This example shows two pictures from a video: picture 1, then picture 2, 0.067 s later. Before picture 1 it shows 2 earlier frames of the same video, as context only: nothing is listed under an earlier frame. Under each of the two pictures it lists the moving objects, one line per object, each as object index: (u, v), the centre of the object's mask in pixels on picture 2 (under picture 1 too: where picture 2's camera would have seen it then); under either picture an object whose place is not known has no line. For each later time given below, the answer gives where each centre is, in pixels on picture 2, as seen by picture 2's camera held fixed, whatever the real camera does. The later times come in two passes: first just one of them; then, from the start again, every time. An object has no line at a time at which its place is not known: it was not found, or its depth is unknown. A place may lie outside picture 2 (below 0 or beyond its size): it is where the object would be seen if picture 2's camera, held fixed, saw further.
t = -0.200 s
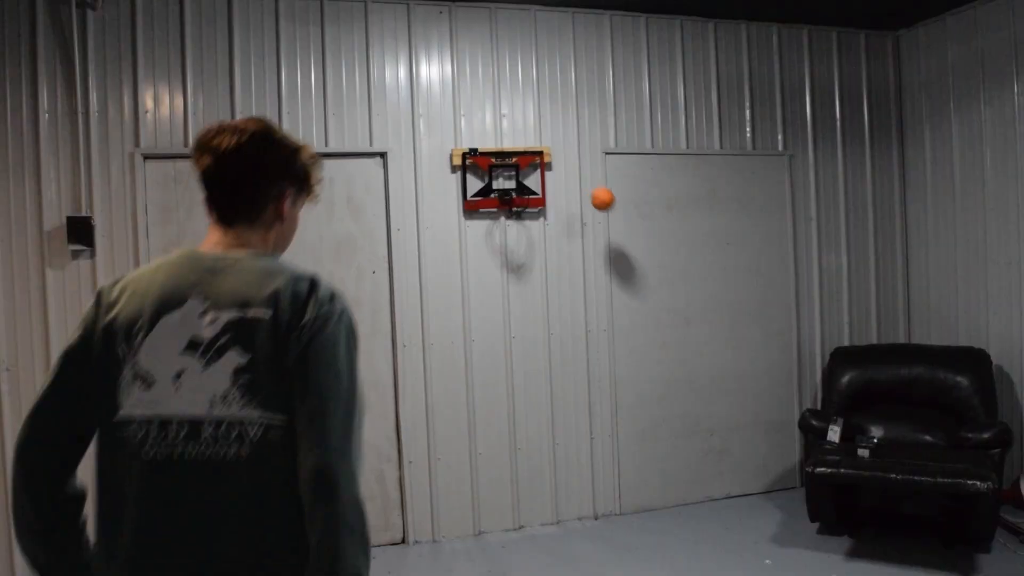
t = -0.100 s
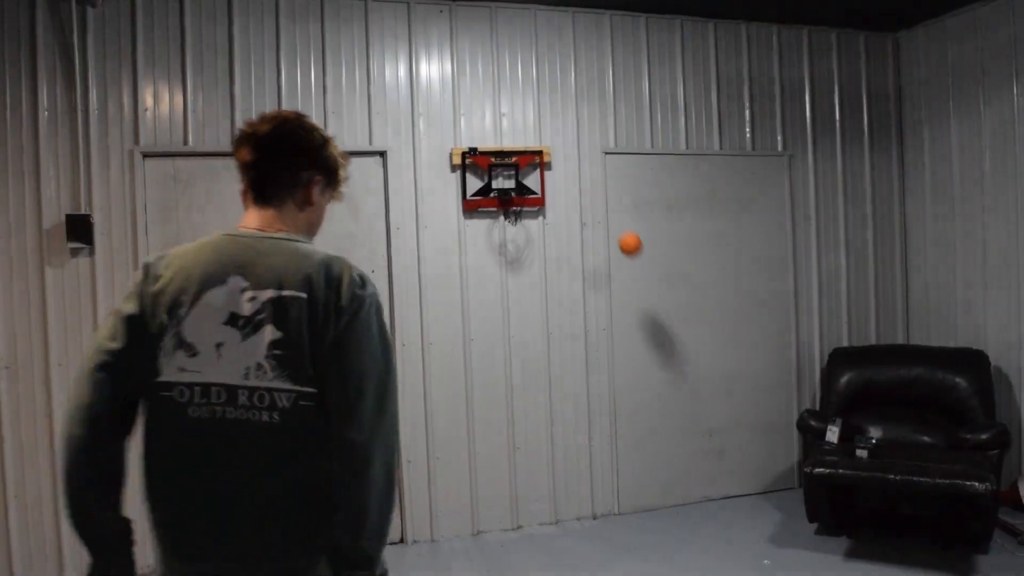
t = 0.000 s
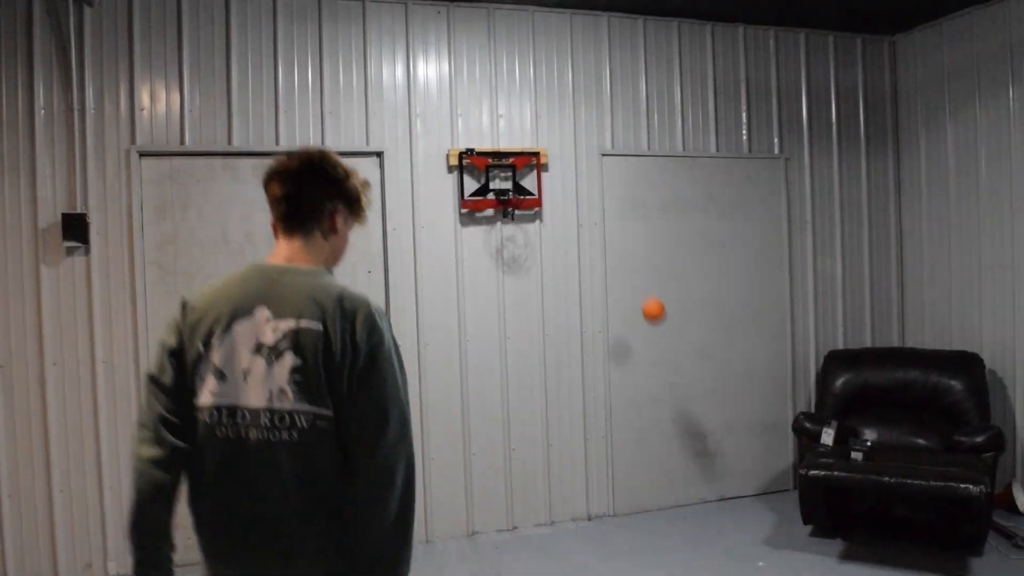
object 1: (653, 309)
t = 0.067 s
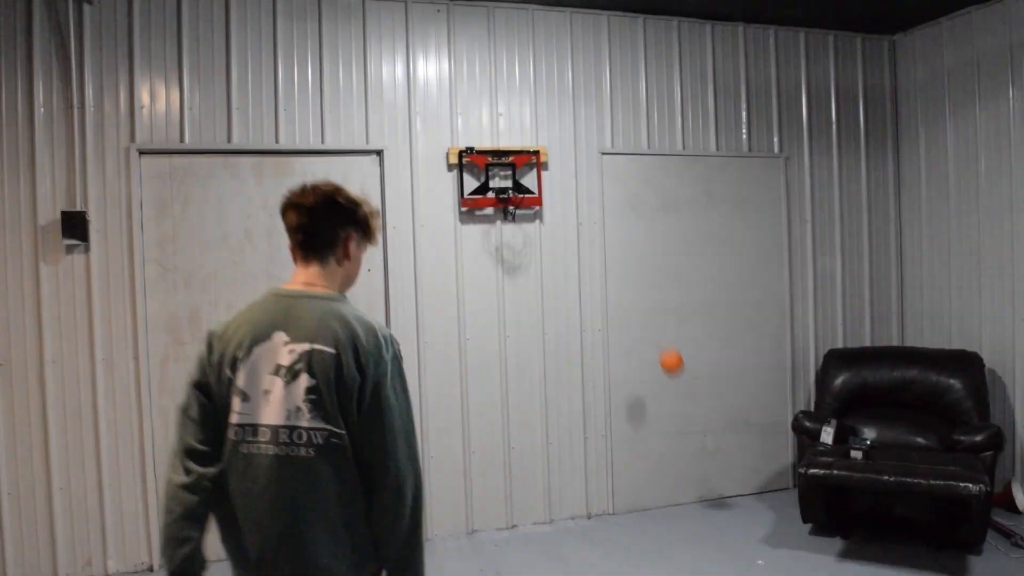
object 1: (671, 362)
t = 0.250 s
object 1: (719, 511)
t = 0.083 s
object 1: (676, 376)
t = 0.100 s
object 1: (680, 391)
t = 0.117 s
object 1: (685, 406)
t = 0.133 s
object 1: (690, 422)
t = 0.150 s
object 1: (694, 438)
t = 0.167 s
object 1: (698, 454)
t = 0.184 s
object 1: (703, 472)
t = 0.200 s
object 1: (707, 489)
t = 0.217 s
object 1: (712, 509)
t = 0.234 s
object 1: (715, 521)
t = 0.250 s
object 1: (719, 511)
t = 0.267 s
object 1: (722, 498)
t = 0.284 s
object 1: (725, 486)
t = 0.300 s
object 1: (729, 475)
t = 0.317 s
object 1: (732, 464)
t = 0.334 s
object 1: (735, 455)
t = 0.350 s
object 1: (738, 445)
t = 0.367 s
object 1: (741, 436)
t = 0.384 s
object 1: (744, 428)
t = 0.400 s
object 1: (747, 420)
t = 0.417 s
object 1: (749, 413)
